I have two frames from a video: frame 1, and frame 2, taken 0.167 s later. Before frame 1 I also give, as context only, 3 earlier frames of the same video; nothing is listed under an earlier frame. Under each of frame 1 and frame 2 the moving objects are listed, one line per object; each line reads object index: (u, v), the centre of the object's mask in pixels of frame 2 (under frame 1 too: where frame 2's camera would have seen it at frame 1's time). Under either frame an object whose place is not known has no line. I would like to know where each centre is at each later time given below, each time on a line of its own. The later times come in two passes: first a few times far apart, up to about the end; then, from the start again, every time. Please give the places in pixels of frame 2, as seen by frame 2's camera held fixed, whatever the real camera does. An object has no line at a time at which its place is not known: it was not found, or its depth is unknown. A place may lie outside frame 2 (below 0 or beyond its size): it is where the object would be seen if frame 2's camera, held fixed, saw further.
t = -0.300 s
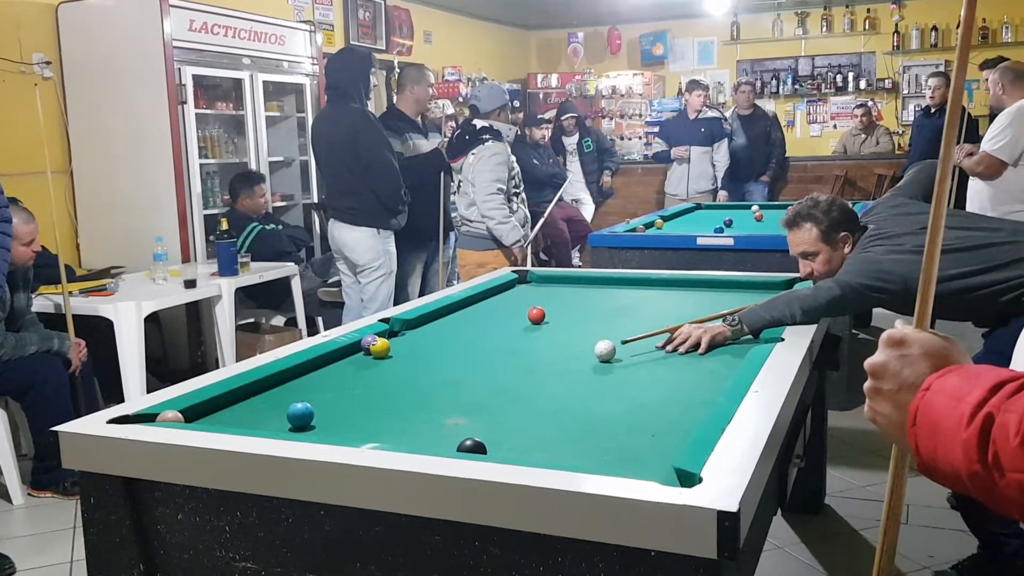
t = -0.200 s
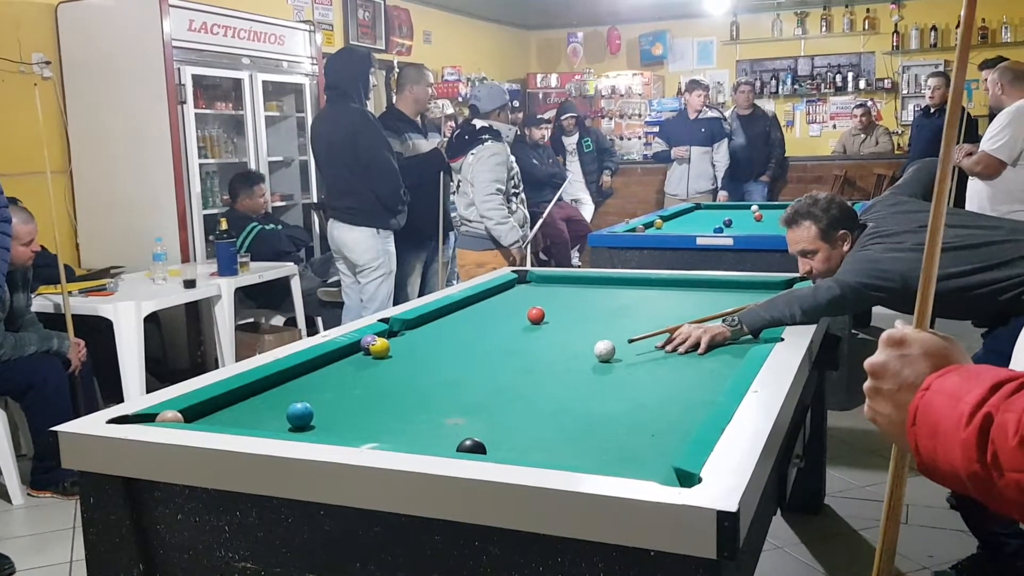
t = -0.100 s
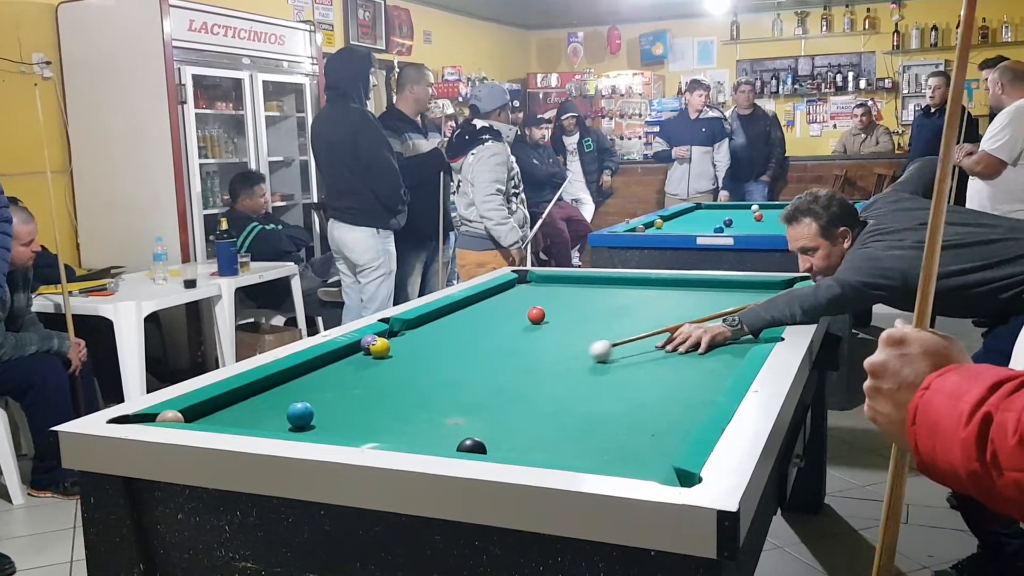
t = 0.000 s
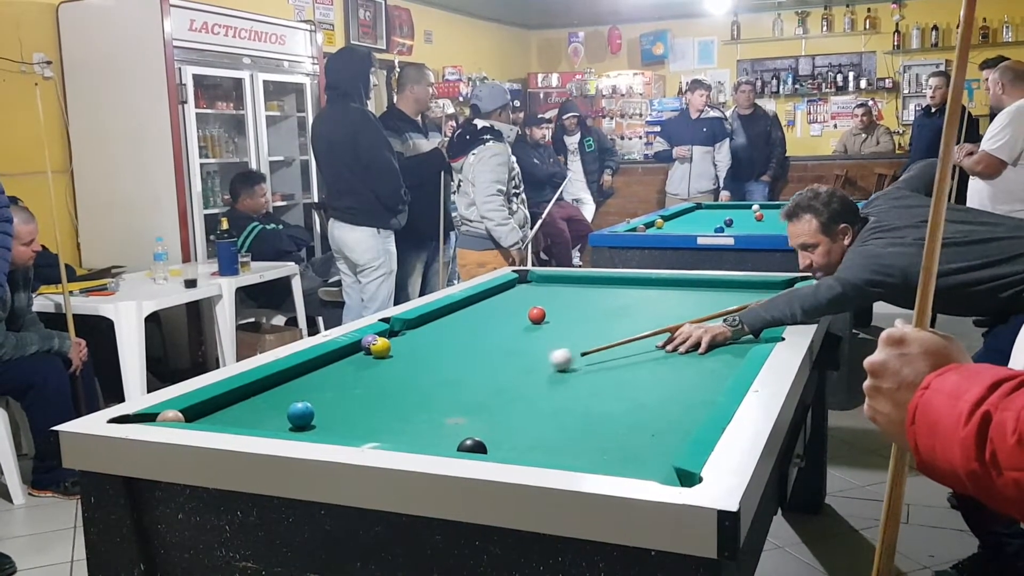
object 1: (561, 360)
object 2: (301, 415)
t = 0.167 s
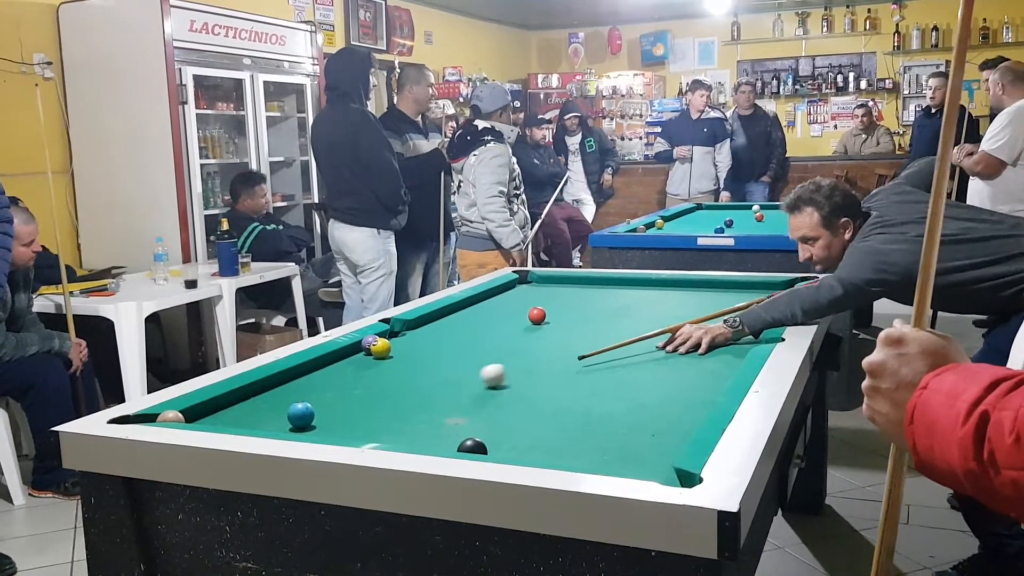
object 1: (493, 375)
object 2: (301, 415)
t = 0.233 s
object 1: (463, 382)
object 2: (301, 415)
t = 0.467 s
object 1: (350, 408)
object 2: (301, 415)
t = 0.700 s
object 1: (300, 427)
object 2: (224, 417)
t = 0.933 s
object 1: (331, 420)
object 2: (188, 417)
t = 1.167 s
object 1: (364, 407)
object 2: (178, 417)
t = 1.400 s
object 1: (394, 395)
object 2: (173, 416)
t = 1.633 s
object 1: (420, 384)
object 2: (170, 416)
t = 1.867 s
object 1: (442, 376)
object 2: (170, 416)
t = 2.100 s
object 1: (462, 368)
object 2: (171, 416)
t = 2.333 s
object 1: (480, 361)
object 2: (170, 416)
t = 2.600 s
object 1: (498, 354)
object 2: (170, 416)
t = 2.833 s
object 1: (512, 349)
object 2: (170, 417)
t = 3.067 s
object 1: (524, 345)
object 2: (170, 416)
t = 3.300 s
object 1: (534, 341)
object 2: (170, 416)
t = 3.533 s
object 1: (543, 337)
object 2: (169, 416)
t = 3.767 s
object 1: (552, 334)
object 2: (169, 415)
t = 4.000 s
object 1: (559, 332)
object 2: (169, 415)
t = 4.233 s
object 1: (565, 330)
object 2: (169, 415)
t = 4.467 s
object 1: (570, 329)
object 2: (169, 415)
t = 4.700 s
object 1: (574, 328)
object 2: (169, 415)
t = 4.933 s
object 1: (576, 327)
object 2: (169, 415)
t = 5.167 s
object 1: (577, 327)
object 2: (169, 415)
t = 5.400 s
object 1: (577, 326)
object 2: (169, 415)
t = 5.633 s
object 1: (577, 327)
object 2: (169, 415)
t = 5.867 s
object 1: (577, 327)
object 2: (169, 415)
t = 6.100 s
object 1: (577, 327)
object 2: (169, 415)
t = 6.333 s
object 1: (577, 327)
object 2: (169, 415)
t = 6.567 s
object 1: (577, 327)
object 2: (168, 415)
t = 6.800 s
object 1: (577, 327)
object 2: (169, 415)
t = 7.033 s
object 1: (577, 327)
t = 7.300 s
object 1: (577, 326)
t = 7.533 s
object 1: (577, 326)
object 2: (169, 415)
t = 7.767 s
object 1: (577, 327)
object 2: (169, 415)
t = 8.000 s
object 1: (577, 327)
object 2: (169, 415)
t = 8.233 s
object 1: (577, 327)
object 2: (169, 415)
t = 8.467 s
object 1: (577, 327)
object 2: (169, 415)
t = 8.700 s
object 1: (577, 327)
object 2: (169, 415)
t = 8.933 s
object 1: (577, 327)
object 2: (169, 415)
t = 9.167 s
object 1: (577, 327)
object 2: (169, 415)
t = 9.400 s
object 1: (577, 327)
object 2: (169, 414)
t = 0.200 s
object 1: (478, 379)
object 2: (301, 415)
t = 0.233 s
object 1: (463, 382)
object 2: (301, 415)
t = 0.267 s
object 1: (448, 386)
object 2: (301, 415)
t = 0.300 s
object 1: (433, 389)
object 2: (301, 415)
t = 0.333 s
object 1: (417, 393)
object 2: (301, 415)
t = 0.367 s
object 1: (401, 396)
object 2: (301, 415)
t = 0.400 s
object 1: (384, 400)
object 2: (301, 415)
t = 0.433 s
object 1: (367, 404)
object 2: (301, 415)
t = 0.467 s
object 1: (350, 408)
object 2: (301, 415)
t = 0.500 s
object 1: (332, 412)
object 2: (301, 415)
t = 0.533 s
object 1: (327, 415)
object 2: (288, 415)
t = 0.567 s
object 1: (323, 419)
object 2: (273, 416)
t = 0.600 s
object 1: (317, 422)
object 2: (260, 417)
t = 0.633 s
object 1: (311, 424)
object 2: (248, 417)
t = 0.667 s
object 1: (306, 426)
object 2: (236, 417)
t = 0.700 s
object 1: (300, 427)
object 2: (224, 417)
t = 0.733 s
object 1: (299, 428)
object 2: (213, 417)
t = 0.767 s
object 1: (304, 427)
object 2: (201, 417)
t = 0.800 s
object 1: (310, 426)
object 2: (199, 417)
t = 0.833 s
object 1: (315, 425)
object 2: (196, 417)
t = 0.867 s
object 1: (321, 424)
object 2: (194, 417)
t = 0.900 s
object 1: (326, 423)
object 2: (191, 417)
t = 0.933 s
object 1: (331, 420)
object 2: (188, 417)
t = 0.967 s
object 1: (336, 418)
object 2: (186, 417)
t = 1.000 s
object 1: (341, 416)
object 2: (184, 417)
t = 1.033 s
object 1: (346, 414)
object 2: (182, 417)
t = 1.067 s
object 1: (351, 412)
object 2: (181, 417)
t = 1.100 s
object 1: (356, 410)
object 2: (180, 417)
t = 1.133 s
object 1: (360, 408)
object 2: (179, 417)
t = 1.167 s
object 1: (364, 407)
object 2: (178, 417)
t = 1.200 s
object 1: (369, 405)
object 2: (178, 417)
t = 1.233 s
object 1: (373, 403)
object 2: (177, 417)
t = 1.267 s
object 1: (378, 401)
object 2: (176, 417)
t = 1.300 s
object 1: (382, 400)
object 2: (175, 417)
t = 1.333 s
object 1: (386, 398)
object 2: (174, 417)
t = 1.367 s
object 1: (390, 396)
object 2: (173, 416)
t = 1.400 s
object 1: (394, 395)
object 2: (173, 416)
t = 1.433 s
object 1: (398, 393)
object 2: (172, 416)
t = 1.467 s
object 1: (402, 392)
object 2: (172, 416)
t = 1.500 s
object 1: (406, 390)
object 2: (171, 416)
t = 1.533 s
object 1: (409, 389)
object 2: (171, 416)
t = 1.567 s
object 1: (413, 387)
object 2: (170, 416)
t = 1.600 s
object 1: (416, 386)
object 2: (170, 416)
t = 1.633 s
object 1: (420, 384)
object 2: (170, 416)
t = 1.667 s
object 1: (423, 383)
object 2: (169, 416)
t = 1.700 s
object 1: (427, 382)
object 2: (169, 416)
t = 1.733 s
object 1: (430, 381)
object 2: (169, 416)
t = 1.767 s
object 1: (433, 379)
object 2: (169, 416)
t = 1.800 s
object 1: (436, 378)
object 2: (169, 416)
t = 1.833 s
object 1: (439, 377)
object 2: (169, 416)
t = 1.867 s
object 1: (442, 376)
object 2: (170, 416)
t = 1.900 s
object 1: (446, 374)
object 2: (170, 416)
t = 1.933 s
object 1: (448, 373)
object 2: (170, 416)
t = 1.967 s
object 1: (451, 372)
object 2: (170, 416)
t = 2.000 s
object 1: (454, 371)
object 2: (170, 416)
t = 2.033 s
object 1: (457, 370)
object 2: (170, 416)
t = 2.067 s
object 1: (460, 369)
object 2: (170, 416)
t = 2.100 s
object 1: (462, 368)
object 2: (171, 416)
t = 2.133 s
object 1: (465, 367)
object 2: (171, 416)
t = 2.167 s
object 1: (468, 366)
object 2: (171, 416)
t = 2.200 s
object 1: (470, 365)
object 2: (170, 416)
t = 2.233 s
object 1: (473, 364)
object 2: (170, 416)
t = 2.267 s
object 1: (475, 363)
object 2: (170, 416)
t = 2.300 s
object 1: (478, 362)
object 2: (170, 416)
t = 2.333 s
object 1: (480, 361)
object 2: (170, 416)
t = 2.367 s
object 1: (483, 360)
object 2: (170, 416)
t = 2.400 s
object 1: (485, 359)
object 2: (170, 416)
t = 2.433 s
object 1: (487, 358)
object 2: (170, 416)
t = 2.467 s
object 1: (490, 358)
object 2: (170, 416)
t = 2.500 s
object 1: (492, 357)
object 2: (170, 416)
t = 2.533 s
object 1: (494, 356)
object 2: (170, 416)
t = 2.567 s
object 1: (496, 355)
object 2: (170, 416)
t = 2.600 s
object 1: (498, 354)
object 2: (170, 416)
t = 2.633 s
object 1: (500, 353)
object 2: (170, 416)
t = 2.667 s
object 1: (502, 353)
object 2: (170, 417)
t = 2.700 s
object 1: (504, 352)
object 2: (170, 417)
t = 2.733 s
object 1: (506, 351)
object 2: (170, 417)
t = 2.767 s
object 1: (508, 350)
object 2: (170, 417)
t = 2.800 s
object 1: (510, 350)
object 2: (170, 417)
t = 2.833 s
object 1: (512, 349)
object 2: (170, 417)
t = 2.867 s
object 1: (514, 348)
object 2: (170, 416)
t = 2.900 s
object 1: (515, 347)
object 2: (170, 416)
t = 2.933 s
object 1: (517, 347)
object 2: (170, 416)
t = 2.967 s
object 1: (519, 346)
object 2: (170, 417)
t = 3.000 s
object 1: (521, 346)
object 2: (170, 416)
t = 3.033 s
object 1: (522, 345)
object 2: (170, 416)
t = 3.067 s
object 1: (524, 345)
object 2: (170, 416)
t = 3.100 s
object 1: (525, 344)
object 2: (170, 416)
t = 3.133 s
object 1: (526, 343)
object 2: (170, 416)
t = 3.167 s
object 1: (528, 343)
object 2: (170, 416)
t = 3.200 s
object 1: (530, 342)
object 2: (170, 416)
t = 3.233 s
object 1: (532, 342)
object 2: (170, 416)
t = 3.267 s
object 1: (533, 341)
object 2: (170, 416)
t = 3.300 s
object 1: (534, 341)
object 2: (170, 416)
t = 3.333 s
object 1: (536, 340)
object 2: (169, 416)
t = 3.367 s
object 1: (537, 339)
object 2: (170, 416)
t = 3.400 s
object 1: (539, 339)
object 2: (170, 416)
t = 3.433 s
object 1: (540, 338)
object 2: (169, 416)
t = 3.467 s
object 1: (541, 338)
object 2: (169, 416)
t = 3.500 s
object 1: (543, 338)
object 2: (169, 416)
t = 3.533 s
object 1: (543, 337)
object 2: (169, 416)
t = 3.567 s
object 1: (545, 337)
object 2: (169, 415)
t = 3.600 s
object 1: (546, 336)
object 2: (169, 415)
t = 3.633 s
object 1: (547, 336)
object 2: (169, 415)
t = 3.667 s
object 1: (548, 335)
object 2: (169, 415)
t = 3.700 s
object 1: (550, 335)
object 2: (169, 415)
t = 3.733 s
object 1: (551, 334)
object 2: (169, 415)
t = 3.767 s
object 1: (552, 334)
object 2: (169, 415)
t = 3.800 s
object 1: (553, 334)
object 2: (169, 415)
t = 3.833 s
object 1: (554, 333)
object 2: (169, 415)
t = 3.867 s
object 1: (555, 333)
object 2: (169, 415)
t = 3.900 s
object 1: (556, 333)
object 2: (169, 415)
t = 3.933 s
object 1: (557, 332)
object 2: (169, 415)
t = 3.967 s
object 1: (558, 332)
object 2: (169, 415)
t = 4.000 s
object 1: (559, 332)
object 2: (169, 415)
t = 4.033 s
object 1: (560, 332)
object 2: (169, 415)
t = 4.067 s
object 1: (561, 331)
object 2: (169, 415)
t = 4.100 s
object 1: (562, 331)
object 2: (169, 415)
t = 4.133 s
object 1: (563, 331)
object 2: (169, 415)
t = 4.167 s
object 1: (564, 331)
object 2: (169, 415)
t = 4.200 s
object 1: (565, 330)
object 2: (169, 415)
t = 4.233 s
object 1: (565, 330)
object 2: (169, 415)
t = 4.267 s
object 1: (566, 330)
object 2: (169, 415)
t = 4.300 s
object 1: (567, 330)
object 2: (169, 415)
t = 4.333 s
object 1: (568, 329)
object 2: (169, 415)
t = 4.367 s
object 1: (568, 329)
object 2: (169, 415)
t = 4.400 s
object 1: (569, 329)
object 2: (169, 415)
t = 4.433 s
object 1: (570, 329)
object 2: (169, 415)
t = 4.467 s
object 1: (570, 329)
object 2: (169, 415)
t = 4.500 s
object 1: (571, 329)
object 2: (169, 415)
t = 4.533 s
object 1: (572, 329)
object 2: (169, 415)
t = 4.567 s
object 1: (572, 328)
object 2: (169, 415)
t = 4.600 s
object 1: (572, 328)
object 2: (169, 415)
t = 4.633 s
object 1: (573, 328)
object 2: (169, 415)
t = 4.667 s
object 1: (573, 328)
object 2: (169, 415)
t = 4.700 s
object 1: (574, 328)
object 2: (169, 415)
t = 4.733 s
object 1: (574, 328)
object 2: (169, 415)
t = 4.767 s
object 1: (574, 328)
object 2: (169, 415)
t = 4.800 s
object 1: (575, 327)
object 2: (169, 415)
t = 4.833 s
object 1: (575, 327)
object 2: (169, 415)
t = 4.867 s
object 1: (575, 327)
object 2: (169, 415)
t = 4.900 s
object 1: (576, 327)
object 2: (169, 415)
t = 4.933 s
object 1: (576, 327)
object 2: (169, 415)
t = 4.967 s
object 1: (576, 327)
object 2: (169, 415)
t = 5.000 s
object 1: (576, 327)
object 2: (169, 415)
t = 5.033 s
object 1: (577, 327)
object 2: (169, 415)
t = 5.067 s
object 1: (577, 327)
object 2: (169, 415)
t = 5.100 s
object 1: (577, 327)
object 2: (169, 415)
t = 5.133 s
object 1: (577, 327)
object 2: (169, 415)
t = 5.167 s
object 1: (577, 327)
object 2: (169, 415)
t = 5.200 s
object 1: (577, 327)
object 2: (169, 415)
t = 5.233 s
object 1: (577, 327)
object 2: (169, 415)
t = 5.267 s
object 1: (577, 327)
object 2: (169, 415)
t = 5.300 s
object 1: (577, 327)
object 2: (169, 415)
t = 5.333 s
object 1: (577, 327)
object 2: (169, 415)
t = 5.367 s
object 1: (577, 327)
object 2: (169, 415)
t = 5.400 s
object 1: (577, 326)
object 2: (169, 415)
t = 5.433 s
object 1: (577, 327)
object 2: (169, 415)
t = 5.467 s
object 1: (577, 326)
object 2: (169, 415)
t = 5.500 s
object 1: (577, 327)
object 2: (169, 415)
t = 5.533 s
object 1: (577, 327)
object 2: (169, 415)
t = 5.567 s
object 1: (577, 327)
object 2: (169, 415)
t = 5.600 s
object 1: (577, 327)
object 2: (169, 415)
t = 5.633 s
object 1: (577, 327)
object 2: (169, 415)
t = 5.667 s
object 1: (577, 327)
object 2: (169, 415)
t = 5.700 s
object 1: (577, 326)
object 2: (169, 415)
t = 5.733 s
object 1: (577, 327)
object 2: (169, 415)
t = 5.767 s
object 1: (577, 327)
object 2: (169, 415)
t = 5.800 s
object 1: (577, 327)
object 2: (169, 415)
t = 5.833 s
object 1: (577, 326)
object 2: (169, 415)
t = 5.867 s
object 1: (577, 327)
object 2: (169, 415)
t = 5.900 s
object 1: (577, 327)
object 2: (169, 415)
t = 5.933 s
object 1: (577, 327)
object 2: (169, 415)
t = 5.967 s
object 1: (577, 327)
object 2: (169, 415)
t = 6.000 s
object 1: (577, 327)
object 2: (169, 415)
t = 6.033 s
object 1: (577, 327)
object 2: (169, 415)
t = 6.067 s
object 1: (577, 327)
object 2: (169, 415)
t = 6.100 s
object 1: (577, 327)
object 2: (169, 415)
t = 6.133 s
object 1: (577, 327)
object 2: (169, 415)
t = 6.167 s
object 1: (577, 327)
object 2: (169, 415)
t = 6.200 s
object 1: (577, 327)
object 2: (169, 415)
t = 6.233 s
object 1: (577, 327)
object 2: (169, 415)
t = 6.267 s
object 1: (577, 327)
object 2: (169, 415)
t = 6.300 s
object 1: (577, 327)
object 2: (169, 415)
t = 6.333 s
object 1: (577, 327)
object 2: (169, 415)
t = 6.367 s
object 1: (577, 327)
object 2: (169, 415)
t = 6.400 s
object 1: (577, 327)
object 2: (168, 415)
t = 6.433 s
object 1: (577, 327)
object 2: (169, 415)
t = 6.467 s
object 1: (577, 327)
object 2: (169, 415)
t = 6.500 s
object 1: (577, 327)
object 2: (168, 415)
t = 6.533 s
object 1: (577, 327)
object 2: (169, 415)
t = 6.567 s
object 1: (577, 327)
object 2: (168, 415)
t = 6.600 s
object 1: (577, 327)
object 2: (169, 415)
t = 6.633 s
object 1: (577, 327)
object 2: (169, 415)
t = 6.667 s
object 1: (577, 327)
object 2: (169, 415)
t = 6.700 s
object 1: (577, 327)
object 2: (169, 415)
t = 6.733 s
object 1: (577, 327)
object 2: (169, 415)
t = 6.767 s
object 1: (577, 327)
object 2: (169, 415)
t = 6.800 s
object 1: (577, 327)
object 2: (169, 415)
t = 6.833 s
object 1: (577, 327)
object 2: (169, 415)
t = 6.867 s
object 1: (577, 327)
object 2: (169, 415)
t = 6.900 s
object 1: (577, 327)
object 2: (169, 415)
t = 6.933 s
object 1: (577, 327)
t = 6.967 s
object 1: (577, 327)
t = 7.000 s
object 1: (577, 327)
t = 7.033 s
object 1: (577, 327)
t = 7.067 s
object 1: (576, 327)
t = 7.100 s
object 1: (576, 327)
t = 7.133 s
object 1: (576, 326)
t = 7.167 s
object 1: (576, 326)
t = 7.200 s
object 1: (577, 326)
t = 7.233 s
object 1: (577, 326)
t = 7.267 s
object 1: (577, 326)
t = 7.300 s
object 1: (577, 326)
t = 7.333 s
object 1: (577, 326)
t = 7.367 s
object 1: (577, 326)
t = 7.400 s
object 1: (577, 326)
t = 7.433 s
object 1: (577, 326)
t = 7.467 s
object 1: (577, 327)
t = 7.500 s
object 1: (577, 326)
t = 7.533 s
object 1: (577, 326)
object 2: (169, 415)
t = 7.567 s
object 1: (577, 326)
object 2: (169, 415)
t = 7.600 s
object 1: (577, 327)
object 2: (169, 415)
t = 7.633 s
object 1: (577, 327)
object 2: (169, 415)
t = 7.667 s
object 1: (577, 327)
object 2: (168, 415)
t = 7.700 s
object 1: (577, 327)
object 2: (169, 415)
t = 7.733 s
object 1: (577, 327)
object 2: (169, 415)
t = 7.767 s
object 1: (577, 327)
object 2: (169, 415)
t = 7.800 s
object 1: (577, 327)
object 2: (169, 415)
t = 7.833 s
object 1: (577, 327)
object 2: (169, 415)
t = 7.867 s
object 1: (577, 327)
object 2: (169, 415)
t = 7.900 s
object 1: (577, 327)
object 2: (169, 415)
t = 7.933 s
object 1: (577, 327)
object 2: (169, 415)
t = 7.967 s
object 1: (577, 327)
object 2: (169, 415)
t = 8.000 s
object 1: (577, 327)
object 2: (169, 415)
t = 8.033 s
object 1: (577, 327)
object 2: (169, 415)
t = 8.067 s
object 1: (577, 327)
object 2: (169, 415)
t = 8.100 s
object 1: (577, 327)
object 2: (169, 415)
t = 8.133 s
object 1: (577, 327)
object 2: (169, 415)
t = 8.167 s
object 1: (577, 327)
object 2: (169, 415)
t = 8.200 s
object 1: (577, 327)
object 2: (169, 415)
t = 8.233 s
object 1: (577, 327)
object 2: (169, 415)
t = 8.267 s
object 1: (577, 327)
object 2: (169, 415)
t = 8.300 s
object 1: (577, 327)
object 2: (169, 415)
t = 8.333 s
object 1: (577, 327)
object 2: (169, 415)
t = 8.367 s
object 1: (577, 327)
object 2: (169, 415)
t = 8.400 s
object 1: (577, 327)
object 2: (169, 415)
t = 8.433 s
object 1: (577, 327)
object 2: (169, 415)
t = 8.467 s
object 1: (577, 327)
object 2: (169, 415)
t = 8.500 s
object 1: (577, 327)
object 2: (169, 415)
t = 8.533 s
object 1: (577, 327)
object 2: (169, 415)
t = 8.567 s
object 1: (577, 327)
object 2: (169, 415)
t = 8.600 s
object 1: (577, 327)
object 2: (169, 415)
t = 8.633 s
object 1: (577, 327)
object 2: (169, 415)
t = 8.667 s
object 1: (577, 327)
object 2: (169, 415)
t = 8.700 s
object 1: (577, 327)
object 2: (169, 415)
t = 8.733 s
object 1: (577, 327)
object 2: (169, 415)
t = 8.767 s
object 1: (577, 327)
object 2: (169, 415)
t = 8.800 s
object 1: (577, 327)
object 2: (169, 415)
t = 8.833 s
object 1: (577, 327)
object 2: (169, 415)
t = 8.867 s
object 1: (577, 327)
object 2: (169, 415)
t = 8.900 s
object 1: (577, 327)
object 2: (169, 415)
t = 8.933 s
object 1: (577, 327)
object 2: (169, 415)
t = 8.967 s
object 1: (577, 327)
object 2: (169, 415)
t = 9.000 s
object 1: (577, 327)
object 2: (169, 415)
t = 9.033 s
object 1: (577, 327)
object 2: (169, 415)
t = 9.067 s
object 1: (577, 327)
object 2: (169, 415)
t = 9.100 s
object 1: (577, 327)
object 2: (169, 415)
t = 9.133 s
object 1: (577, 327)
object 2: (169, 415)
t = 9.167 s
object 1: (577, 327)
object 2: (169, 415)
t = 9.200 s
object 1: (577, 327)
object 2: (169, 415)
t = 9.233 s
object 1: (577, 327)
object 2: (169, 415)
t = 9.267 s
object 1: (577, 327)
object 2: (169, 415)
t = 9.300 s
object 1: (577, 327)
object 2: (169, 414)
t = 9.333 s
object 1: (577, 327)
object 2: (169, 414)
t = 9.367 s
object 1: (577, 327)
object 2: (169, 414)
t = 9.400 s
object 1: (577, 327)
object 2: (169, 414)
